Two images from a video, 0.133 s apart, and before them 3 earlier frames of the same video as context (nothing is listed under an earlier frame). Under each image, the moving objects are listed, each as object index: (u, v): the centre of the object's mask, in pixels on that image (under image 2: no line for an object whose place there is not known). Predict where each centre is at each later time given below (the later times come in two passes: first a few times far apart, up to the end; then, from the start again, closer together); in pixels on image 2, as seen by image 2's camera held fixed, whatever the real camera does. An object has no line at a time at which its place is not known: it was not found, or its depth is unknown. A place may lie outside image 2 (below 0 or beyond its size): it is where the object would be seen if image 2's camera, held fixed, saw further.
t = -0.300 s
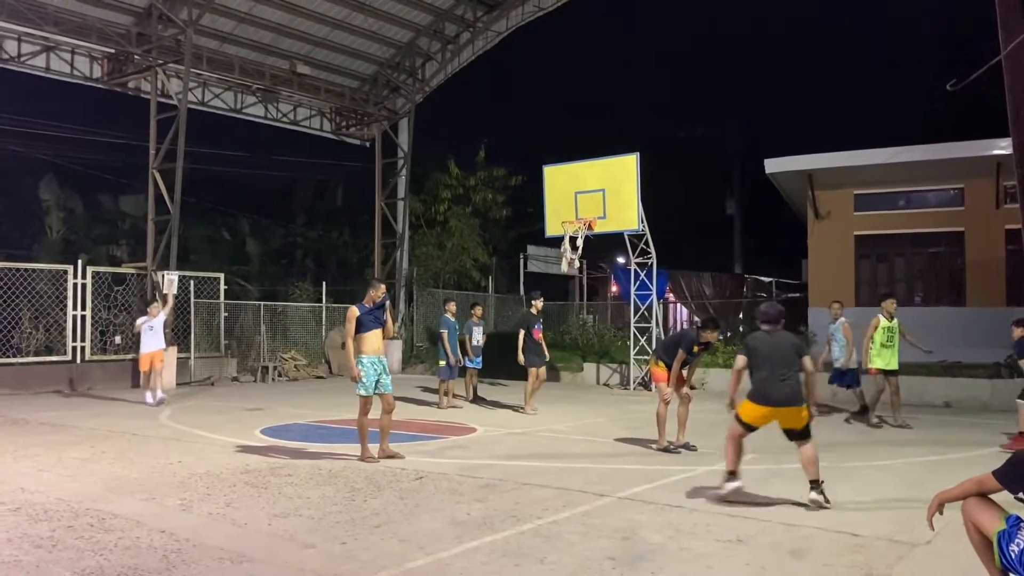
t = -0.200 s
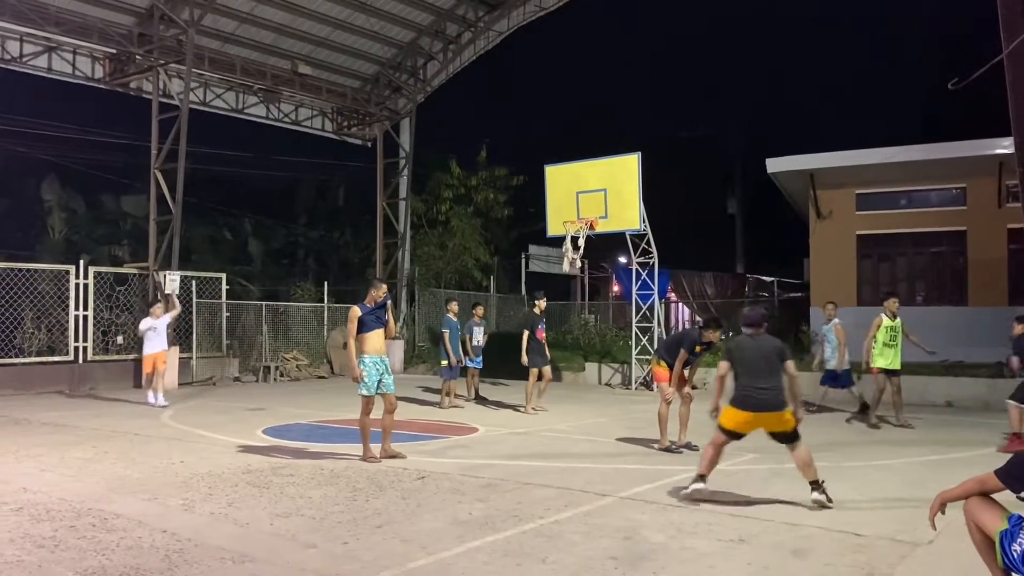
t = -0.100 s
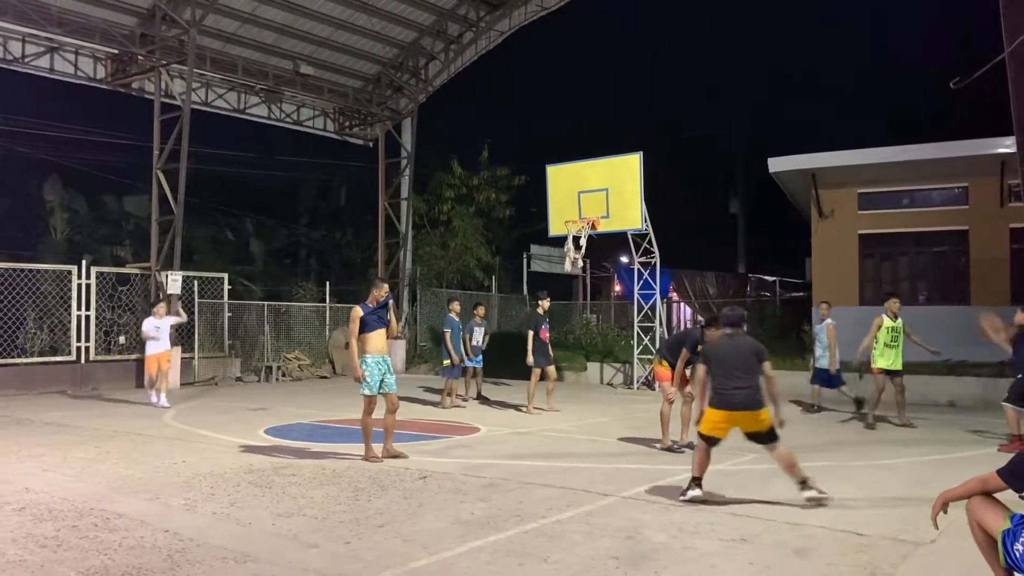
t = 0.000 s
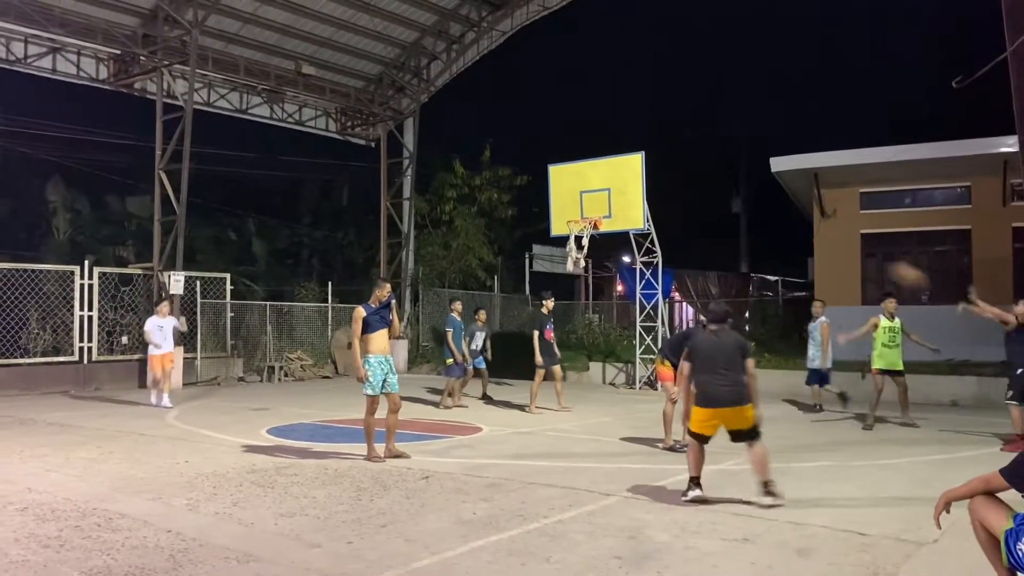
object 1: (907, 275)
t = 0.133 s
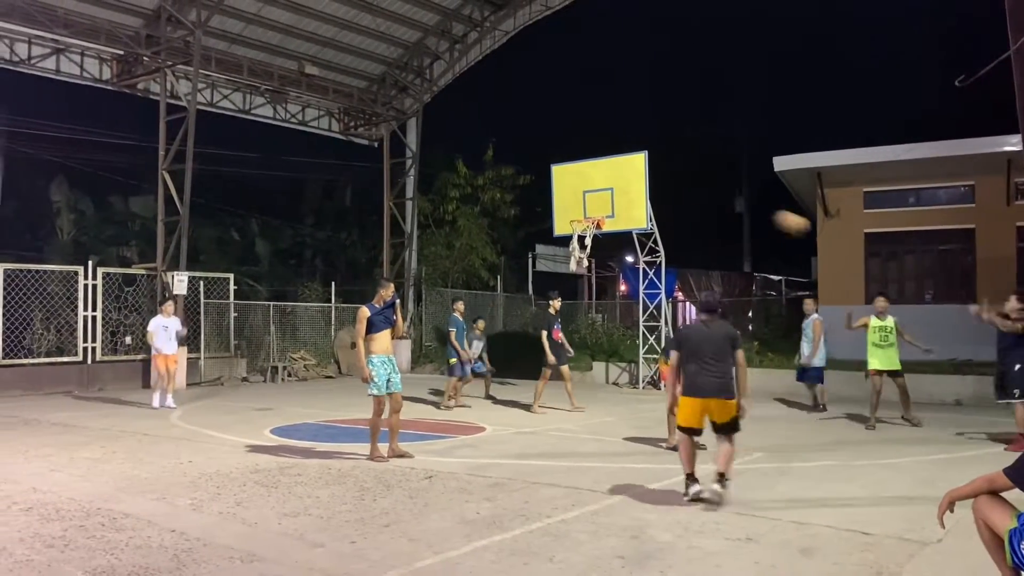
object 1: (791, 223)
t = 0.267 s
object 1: (680, 188)
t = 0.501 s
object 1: (507, 161)
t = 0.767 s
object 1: (331, 179)
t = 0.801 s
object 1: (311, 184)
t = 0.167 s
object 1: (762, 213)
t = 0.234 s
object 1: (707, 195)
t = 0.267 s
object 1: (680, 188)
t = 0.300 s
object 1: (658, 182)
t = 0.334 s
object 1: (629, 179)
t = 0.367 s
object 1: (602, 175)
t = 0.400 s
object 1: (577, 167)
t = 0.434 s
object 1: (552, 164)
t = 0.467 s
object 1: (530, 163)
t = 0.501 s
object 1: (507, 161)
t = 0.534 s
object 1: (484, 161)
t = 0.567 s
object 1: (461, 162)
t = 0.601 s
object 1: (438, 163)
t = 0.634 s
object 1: (417, 164)
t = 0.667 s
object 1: (396, 168)
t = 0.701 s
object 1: (374, 170)
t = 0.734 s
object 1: (352, 174)
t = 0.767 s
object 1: (331, 179)
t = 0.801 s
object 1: (311, 184)
